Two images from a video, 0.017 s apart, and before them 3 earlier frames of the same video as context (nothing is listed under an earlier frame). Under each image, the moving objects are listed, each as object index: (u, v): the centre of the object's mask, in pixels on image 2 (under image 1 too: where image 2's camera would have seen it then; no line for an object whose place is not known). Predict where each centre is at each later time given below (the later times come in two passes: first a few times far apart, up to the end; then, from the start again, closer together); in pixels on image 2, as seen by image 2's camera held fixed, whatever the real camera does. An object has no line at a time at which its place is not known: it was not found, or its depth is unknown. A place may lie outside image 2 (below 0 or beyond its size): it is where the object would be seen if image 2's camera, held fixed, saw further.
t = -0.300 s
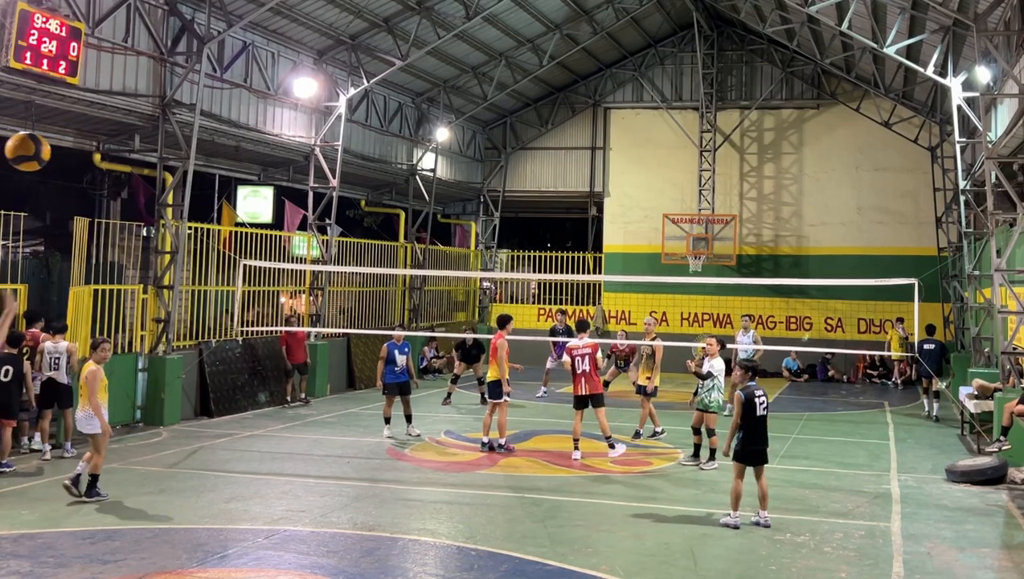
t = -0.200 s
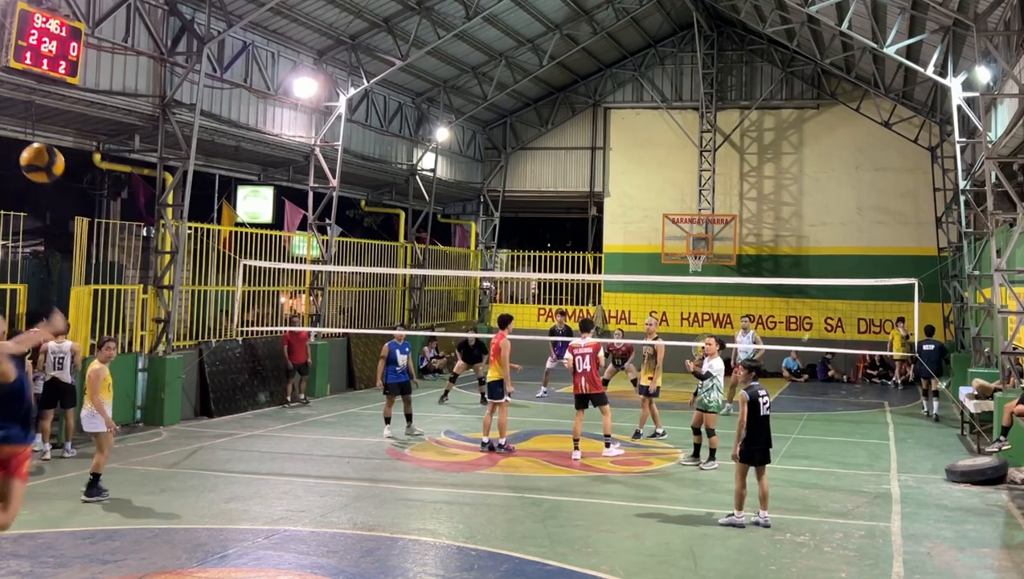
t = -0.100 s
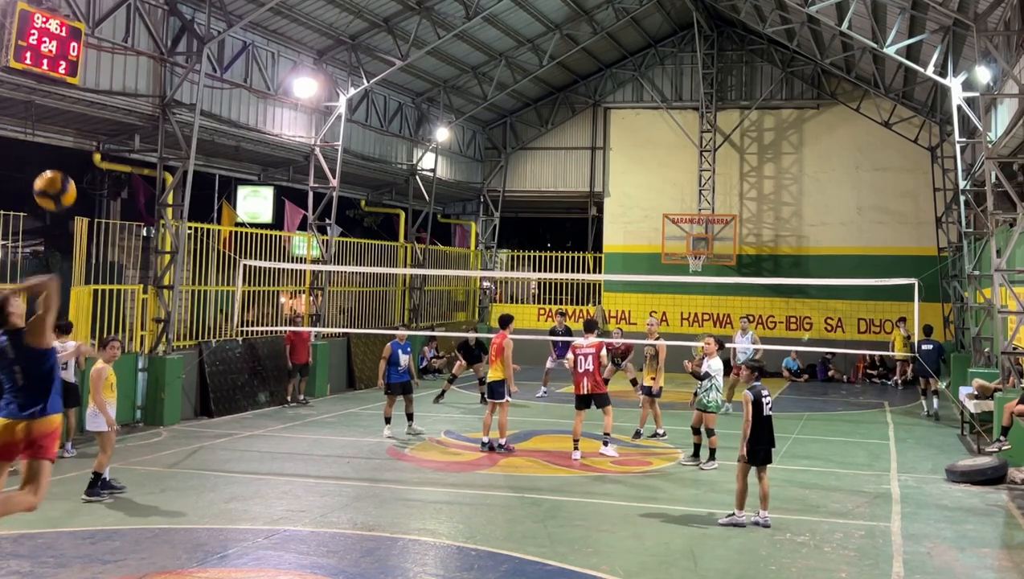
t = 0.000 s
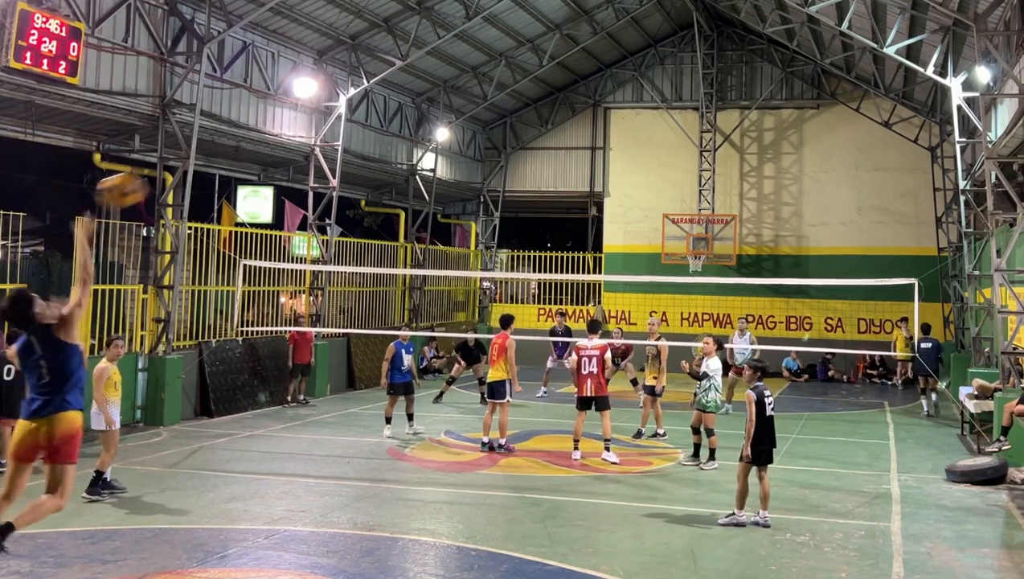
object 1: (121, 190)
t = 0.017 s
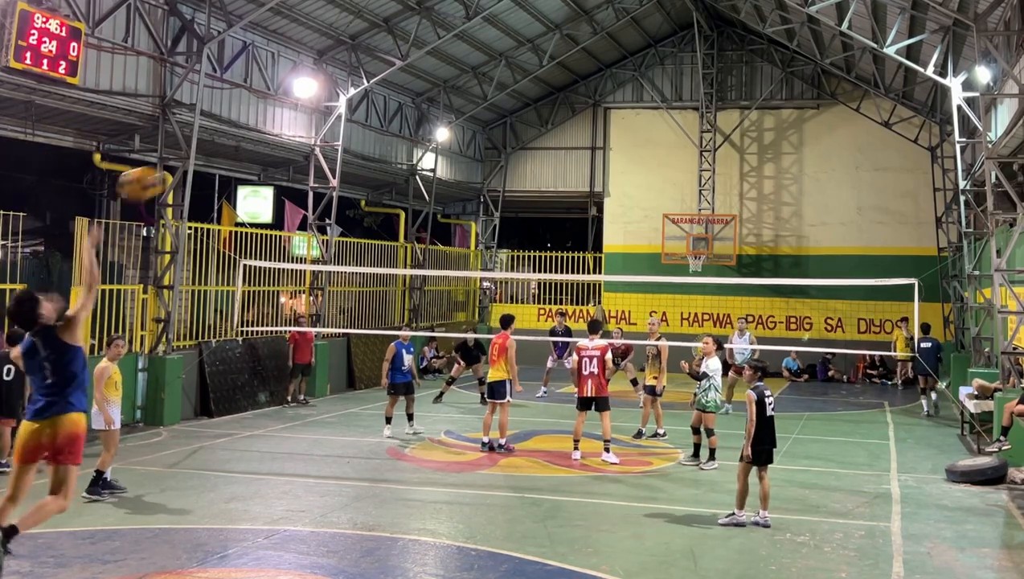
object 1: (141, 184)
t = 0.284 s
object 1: (336, 145)
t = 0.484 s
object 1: (408, 158)
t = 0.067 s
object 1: (194, 166)
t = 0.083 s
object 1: (210, 162)
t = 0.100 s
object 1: (225, 158)
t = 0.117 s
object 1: (238, 155)
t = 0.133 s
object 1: (250, 153)
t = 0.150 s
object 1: (263, 151)
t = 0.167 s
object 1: (273, 149)
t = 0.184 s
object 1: (283, 148)
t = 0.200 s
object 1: (295, 147)
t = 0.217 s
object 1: (303, 146)
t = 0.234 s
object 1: (312, 146)
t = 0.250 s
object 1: (321, 145)
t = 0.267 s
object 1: (329, 145)
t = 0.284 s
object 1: (336, 145)
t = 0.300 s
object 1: (344, 145)
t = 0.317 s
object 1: (351, 145)
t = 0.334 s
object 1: (356, 146)
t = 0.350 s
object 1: (364, 147)
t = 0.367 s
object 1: (370, 147)
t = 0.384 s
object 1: (376, 148)
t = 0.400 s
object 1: (382, 150)
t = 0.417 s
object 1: (388, 151)
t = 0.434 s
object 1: (393, 153)
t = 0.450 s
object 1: (398, 154)
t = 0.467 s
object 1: (403, 157)
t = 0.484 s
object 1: (408, 158)
